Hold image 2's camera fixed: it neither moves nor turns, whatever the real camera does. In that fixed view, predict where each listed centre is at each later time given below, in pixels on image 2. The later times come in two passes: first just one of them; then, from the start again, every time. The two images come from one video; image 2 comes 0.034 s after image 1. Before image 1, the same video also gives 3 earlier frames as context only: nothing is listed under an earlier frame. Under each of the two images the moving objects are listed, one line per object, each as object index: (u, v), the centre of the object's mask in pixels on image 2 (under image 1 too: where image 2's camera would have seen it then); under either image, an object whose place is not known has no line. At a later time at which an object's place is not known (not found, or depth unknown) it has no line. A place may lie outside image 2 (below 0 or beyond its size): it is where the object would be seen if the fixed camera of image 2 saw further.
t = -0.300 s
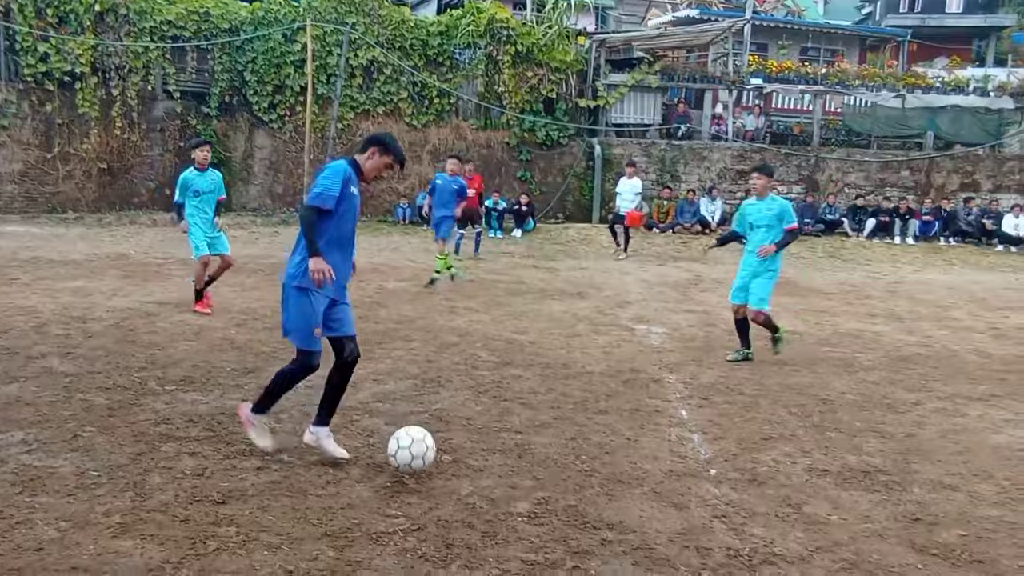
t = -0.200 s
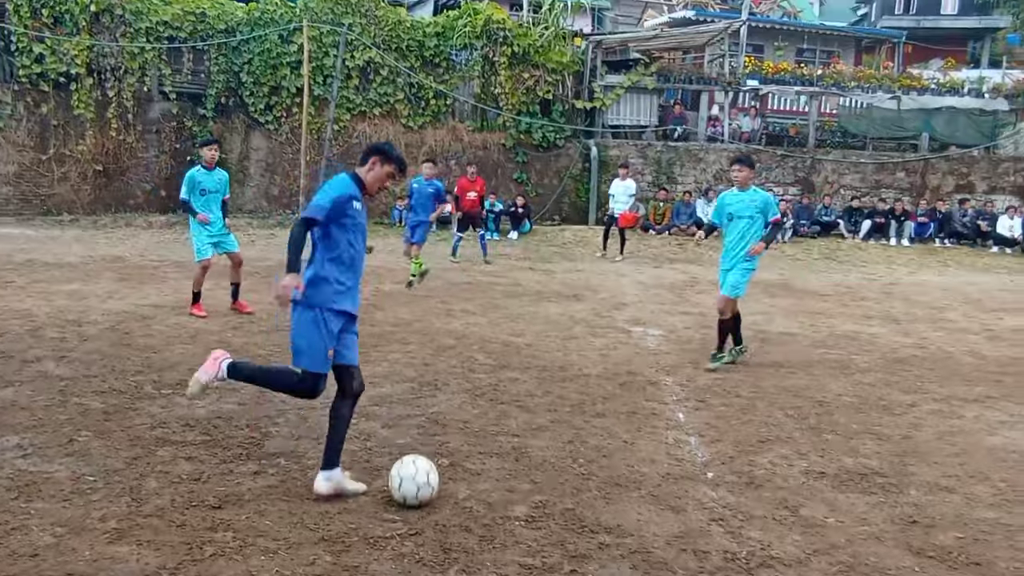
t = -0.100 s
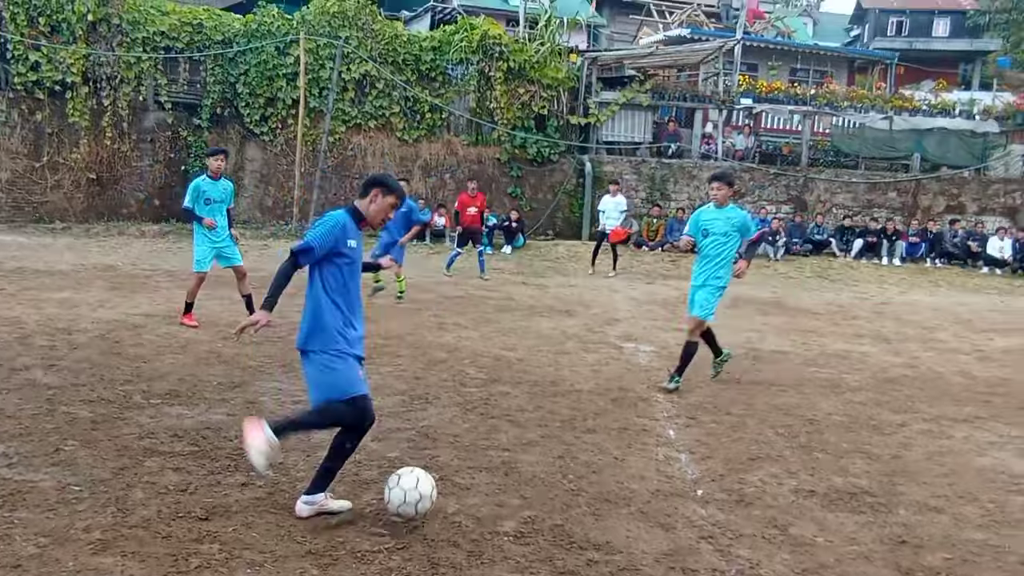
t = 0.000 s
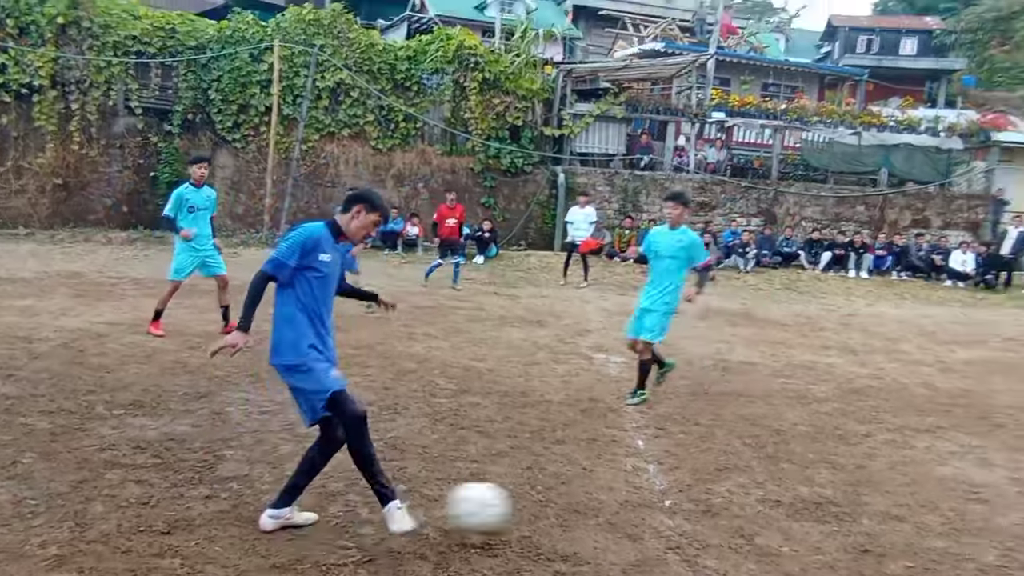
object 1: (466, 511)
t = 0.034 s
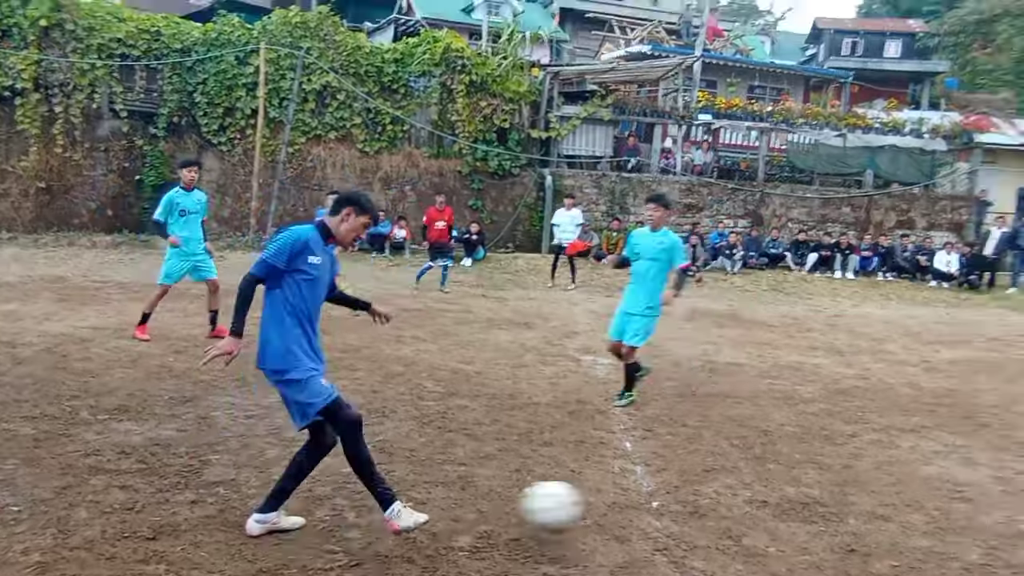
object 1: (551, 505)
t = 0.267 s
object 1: (970, 473)
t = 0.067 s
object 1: (630, 503)
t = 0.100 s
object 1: (704, 502)
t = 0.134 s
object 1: (771, 503)
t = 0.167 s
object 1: (831, 498)
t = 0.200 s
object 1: (881, 489)
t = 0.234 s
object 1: (927, 480)
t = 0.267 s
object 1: (970, 473)
